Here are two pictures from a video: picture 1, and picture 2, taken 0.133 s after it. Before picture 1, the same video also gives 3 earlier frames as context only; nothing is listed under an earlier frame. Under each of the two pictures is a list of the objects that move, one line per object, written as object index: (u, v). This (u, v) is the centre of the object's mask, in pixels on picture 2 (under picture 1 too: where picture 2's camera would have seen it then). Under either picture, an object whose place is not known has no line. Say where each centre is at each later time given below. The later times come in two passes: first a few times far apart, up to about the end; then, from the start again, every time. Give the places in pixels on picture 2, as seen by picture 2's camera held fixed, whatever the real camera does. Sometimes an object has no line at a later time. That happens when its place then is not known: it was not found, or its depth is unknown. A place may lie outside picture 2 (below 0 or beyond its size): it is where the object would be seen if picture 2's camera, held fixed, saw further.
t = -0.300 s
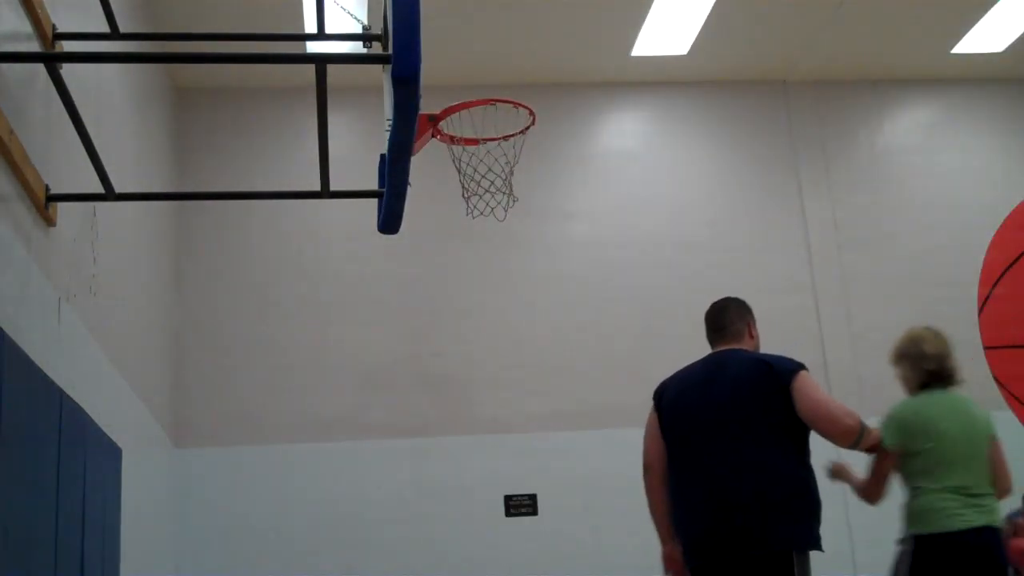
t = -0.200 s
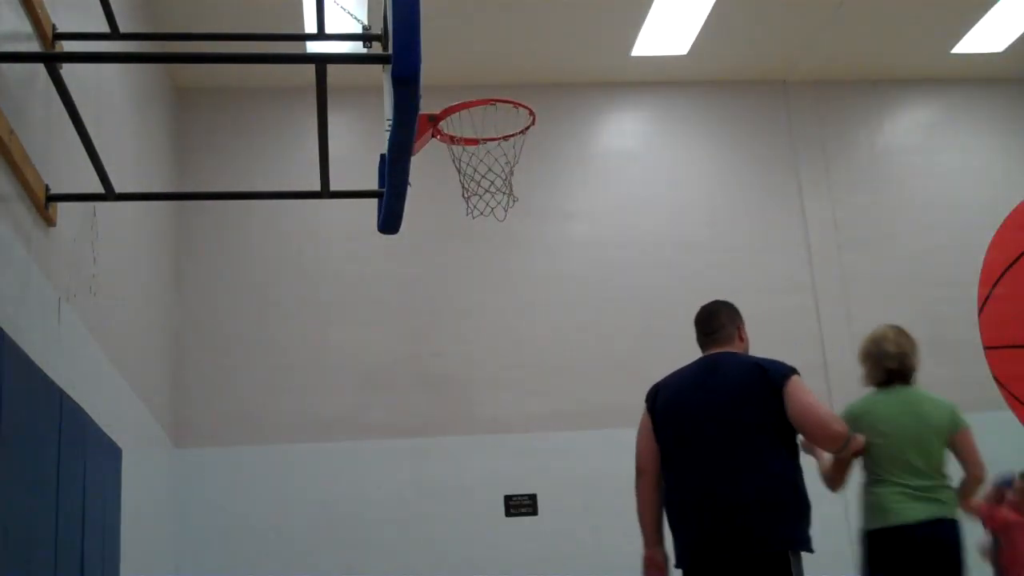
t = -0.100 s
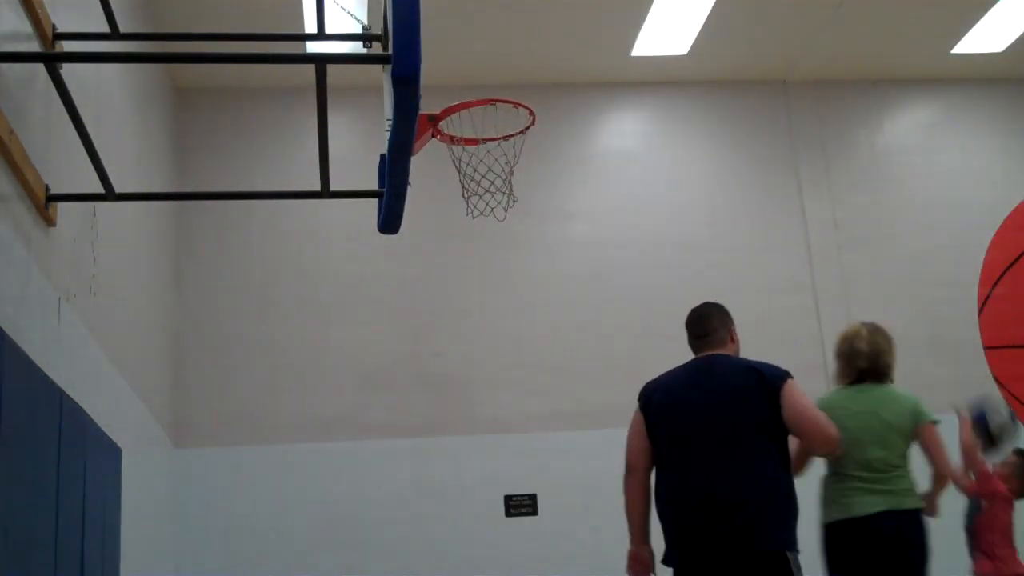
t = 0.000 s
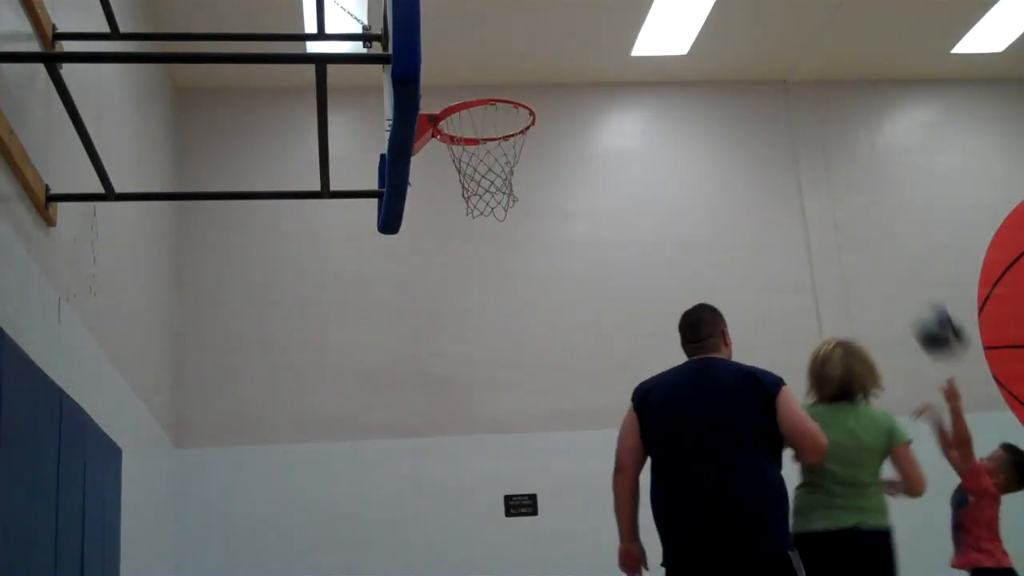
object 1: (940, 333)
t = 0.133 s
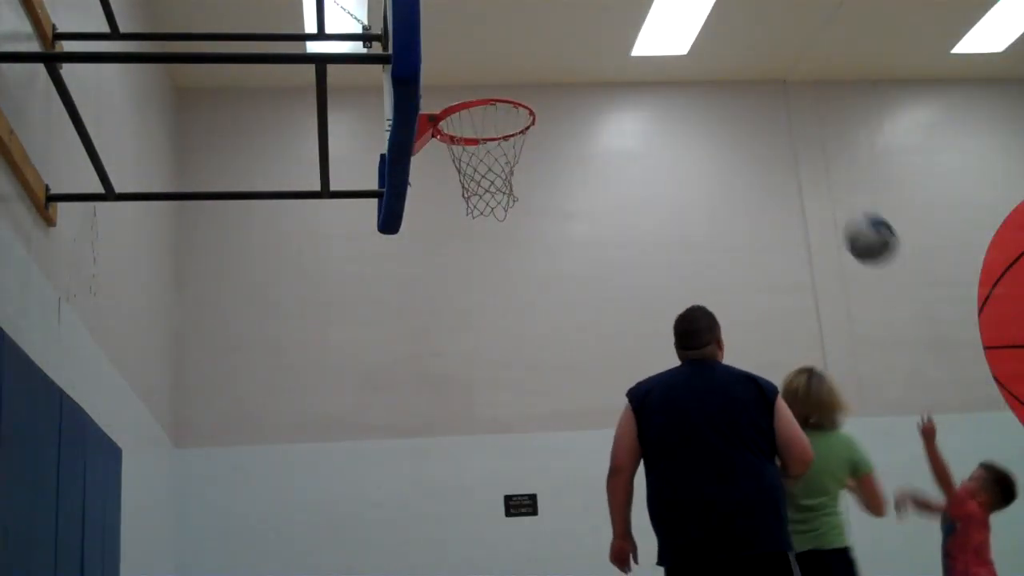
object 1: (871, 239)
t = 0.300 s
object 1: (793, 174)
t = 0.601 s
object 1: (670, 195)
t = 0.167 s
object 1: (855, 222)
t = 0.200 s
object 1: (839, 207)
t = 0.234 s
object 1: (822, 192)
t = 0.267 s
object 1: (808, 183)
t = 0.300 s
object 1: (793, 174)
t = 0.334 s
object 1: (779, 167)
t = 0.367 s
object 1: (764, 162)
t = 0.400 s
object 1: (750, 159)
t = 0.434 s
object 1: (737, 160)
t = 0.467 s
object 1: (724, 162)
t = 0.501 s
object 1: (710, 167)
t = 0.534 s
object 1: (696, 175)
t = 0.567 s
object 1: (683, 184)
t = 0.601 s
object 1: (670, 195)
